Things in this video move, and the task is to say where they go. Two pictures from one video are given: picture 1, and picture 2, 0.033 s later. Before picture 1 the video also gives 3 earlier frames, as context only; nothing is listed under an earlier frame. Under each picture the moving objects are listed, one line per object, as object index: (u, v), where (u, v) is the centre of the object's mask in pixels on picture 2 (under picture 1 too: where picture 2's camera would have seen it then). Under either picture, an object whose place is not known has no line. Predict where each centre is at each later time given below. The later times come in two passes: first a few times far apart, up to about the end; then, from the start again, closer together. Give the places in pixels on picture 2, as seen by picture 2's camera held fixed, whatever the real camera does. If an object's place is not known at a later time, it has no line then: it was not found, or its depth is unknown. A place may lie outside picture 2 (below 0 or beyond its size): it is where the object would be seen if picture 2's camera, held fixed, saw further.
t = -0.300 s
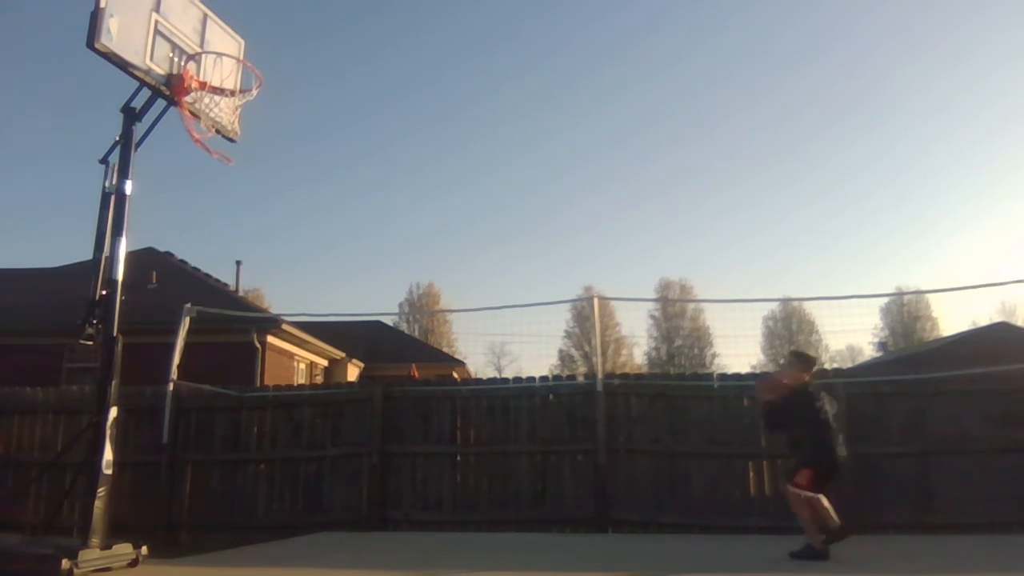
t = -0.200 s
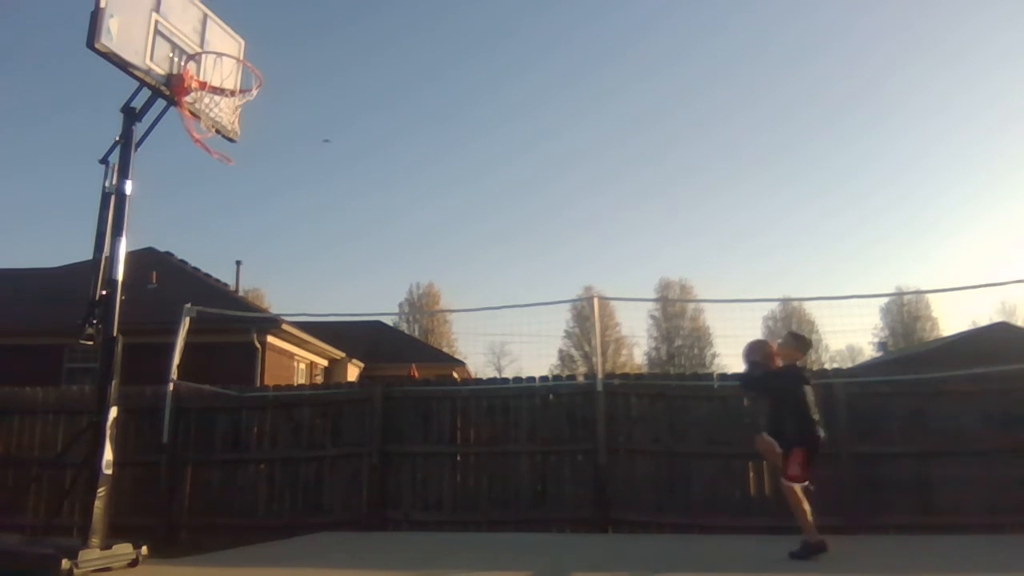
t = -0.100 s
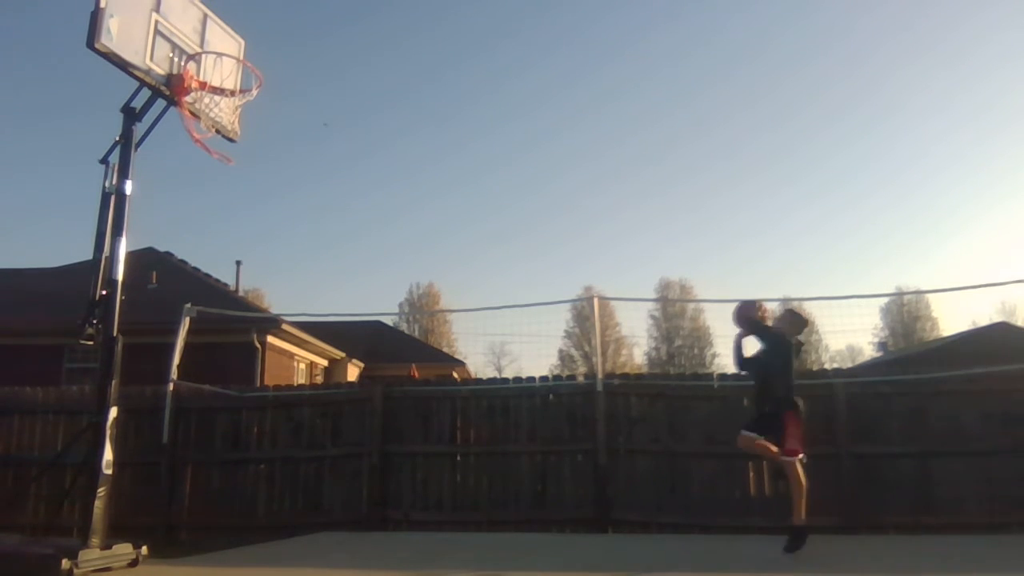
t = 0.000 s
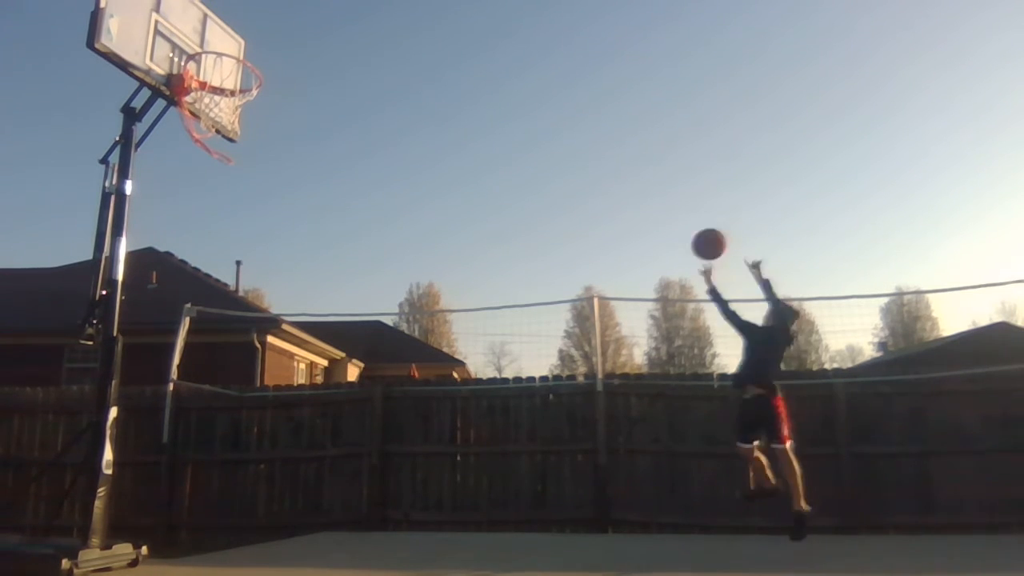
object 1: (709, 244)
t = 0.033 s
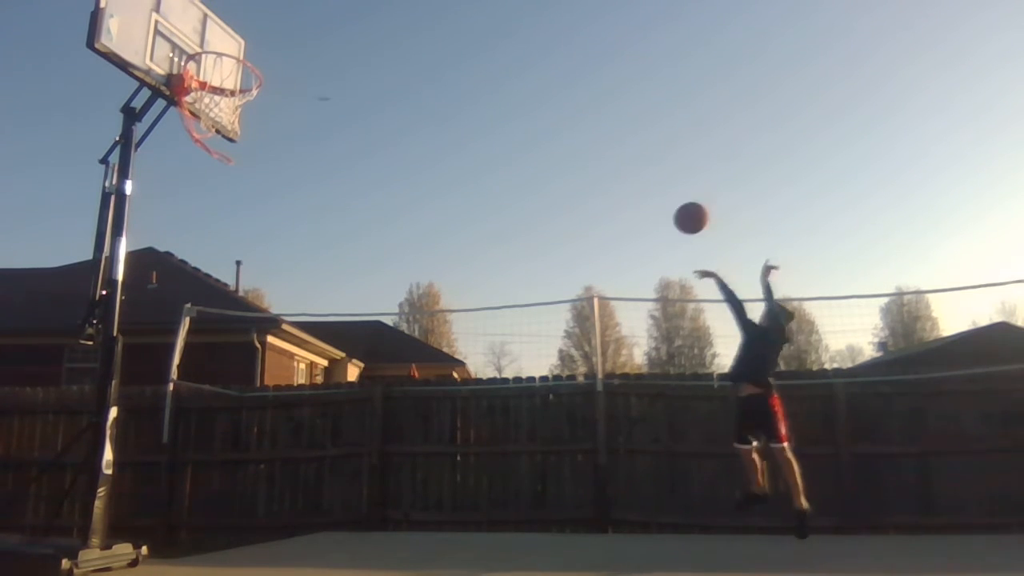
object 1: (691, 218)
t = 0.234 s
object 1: (585, 90)
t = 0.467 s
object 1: (460, 9)
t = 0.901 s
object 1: (201, 28)
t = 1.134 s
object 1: (129, 20)
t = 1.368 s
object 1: (116, 58)
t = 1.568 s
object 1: (97, 189)
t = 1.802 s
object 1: (55, 538)
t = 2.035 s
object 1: (35, 394)
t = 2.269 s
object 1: (22, 233)
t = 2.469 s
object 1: (7, 198)
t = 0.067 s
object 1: (673, 193)
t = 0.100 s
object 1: (655, 170)
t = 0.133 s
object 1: (637, 148)
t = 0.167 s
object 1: (620, 127)
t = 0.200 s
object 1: (602, 108)
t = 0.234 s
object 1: (585, 90)
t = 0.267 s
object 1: (567, 73)
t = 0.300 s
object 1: (549, 58)
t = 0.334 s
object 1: (532, 44)
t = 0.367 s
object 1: (514, 32)
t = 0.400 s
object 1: (496, 21)
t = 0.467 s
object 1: (460, 9)
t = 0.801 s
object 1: (267, 8)
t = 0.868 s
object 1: (224, 17)
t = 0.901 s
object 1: (201, 28)
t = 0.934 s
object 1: (183, 34)
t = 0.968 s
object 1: (167, 30)
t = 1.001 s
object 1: (151, 28)
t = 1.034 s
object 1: (134, 27)
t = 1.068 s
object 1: (130, 24)
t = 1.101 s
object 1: (130, 21)
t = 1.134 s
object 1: (129, 20)
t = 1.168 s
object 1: (127, 19)
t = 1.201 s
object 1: (126, 21)
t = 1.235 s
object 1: (124, 24)
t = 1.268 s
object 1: (123, 29)
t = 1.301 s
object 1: (120, 38)
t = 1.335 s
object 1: (119, 47)
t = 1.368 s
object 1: (116, 58)
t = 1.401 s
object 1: (113, 73)
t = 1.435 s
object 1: (111, 90)
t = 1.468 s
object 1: (108, 110)
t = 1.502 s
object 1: (105, 133)
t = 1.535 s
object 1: (101, 159)
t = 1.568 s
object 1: (97, 189)
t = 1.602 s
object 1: (92, 223)
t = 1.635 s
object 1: (88, 261)
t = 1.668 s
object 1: (82, 304)
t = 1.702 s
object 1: (76, 353)
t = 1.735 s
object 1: (70, 408)
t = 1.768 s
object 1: (62, 469)
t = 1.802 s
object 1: (55, 538)
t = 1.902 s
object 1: (44, 537)
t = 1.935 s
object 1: (41, 499)
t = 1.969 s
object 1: (39, 462)
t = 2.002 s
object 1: (37, 428)
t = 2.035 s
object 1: (35, 394)
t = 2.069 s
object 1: (33, 364)
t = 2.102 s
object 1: (31, 337)
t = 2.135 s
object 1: (30, 310)
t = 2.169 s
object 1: (28, 288)
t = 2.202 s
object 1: (26, 267)
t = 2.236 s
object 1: (24, 249)
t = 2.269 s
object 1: (22, 233)
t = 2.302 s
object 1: (20, 219)
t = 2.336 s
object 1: (18, 209)
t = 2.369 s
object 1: (16, 202)
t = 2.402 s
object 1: (13, 198)
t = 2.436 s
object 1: (10, 196)
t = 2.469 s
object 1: (7, 198)
